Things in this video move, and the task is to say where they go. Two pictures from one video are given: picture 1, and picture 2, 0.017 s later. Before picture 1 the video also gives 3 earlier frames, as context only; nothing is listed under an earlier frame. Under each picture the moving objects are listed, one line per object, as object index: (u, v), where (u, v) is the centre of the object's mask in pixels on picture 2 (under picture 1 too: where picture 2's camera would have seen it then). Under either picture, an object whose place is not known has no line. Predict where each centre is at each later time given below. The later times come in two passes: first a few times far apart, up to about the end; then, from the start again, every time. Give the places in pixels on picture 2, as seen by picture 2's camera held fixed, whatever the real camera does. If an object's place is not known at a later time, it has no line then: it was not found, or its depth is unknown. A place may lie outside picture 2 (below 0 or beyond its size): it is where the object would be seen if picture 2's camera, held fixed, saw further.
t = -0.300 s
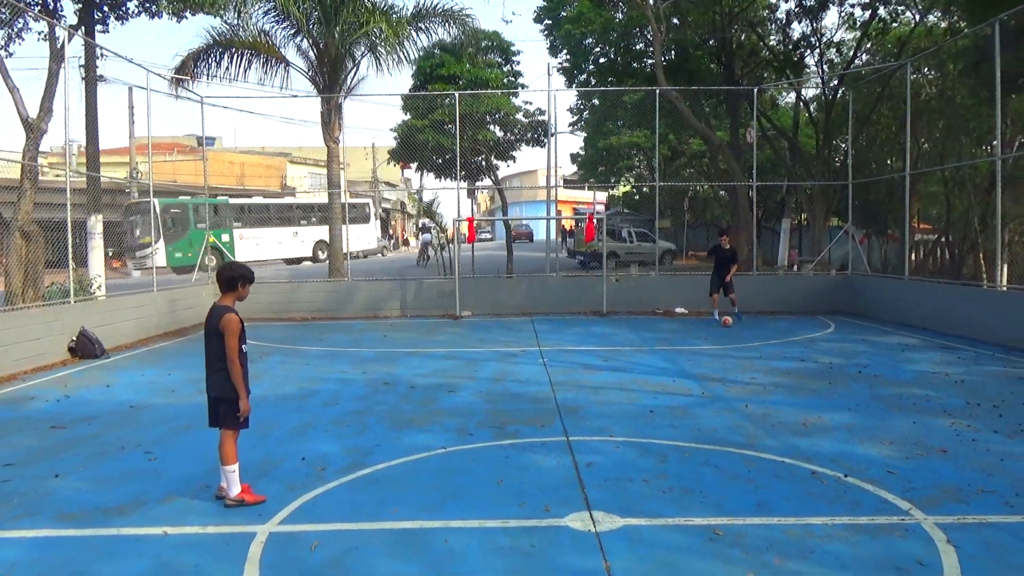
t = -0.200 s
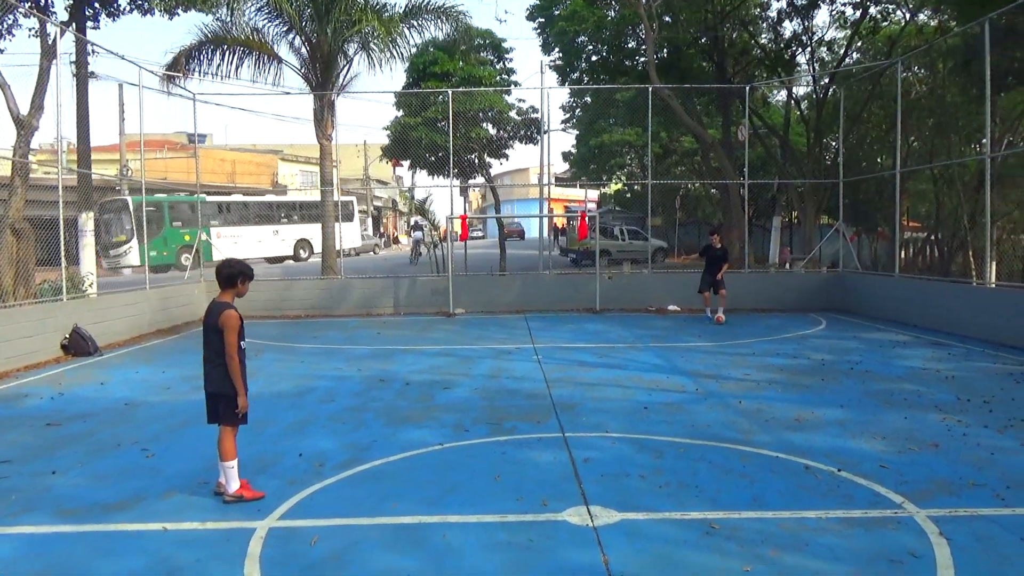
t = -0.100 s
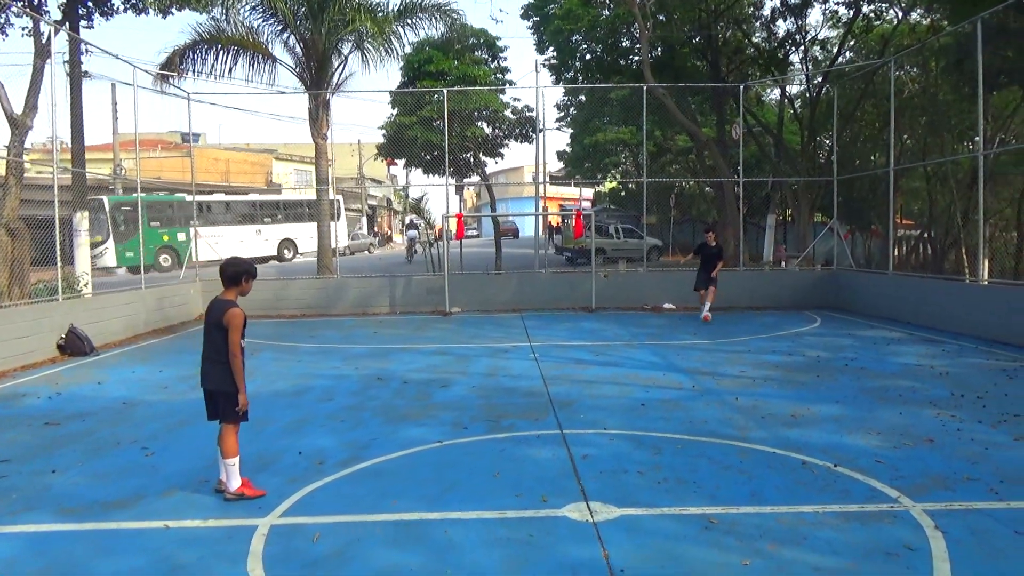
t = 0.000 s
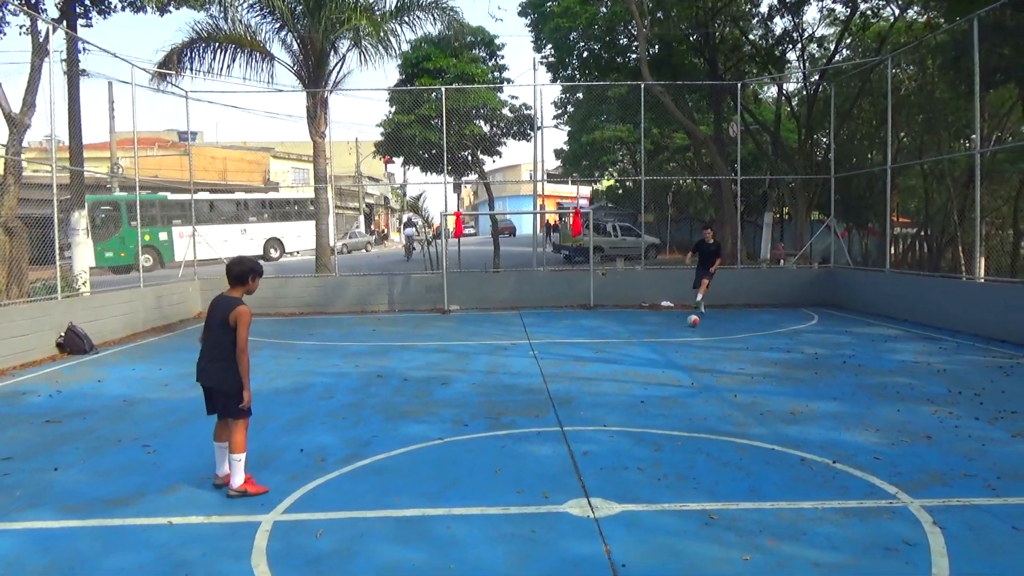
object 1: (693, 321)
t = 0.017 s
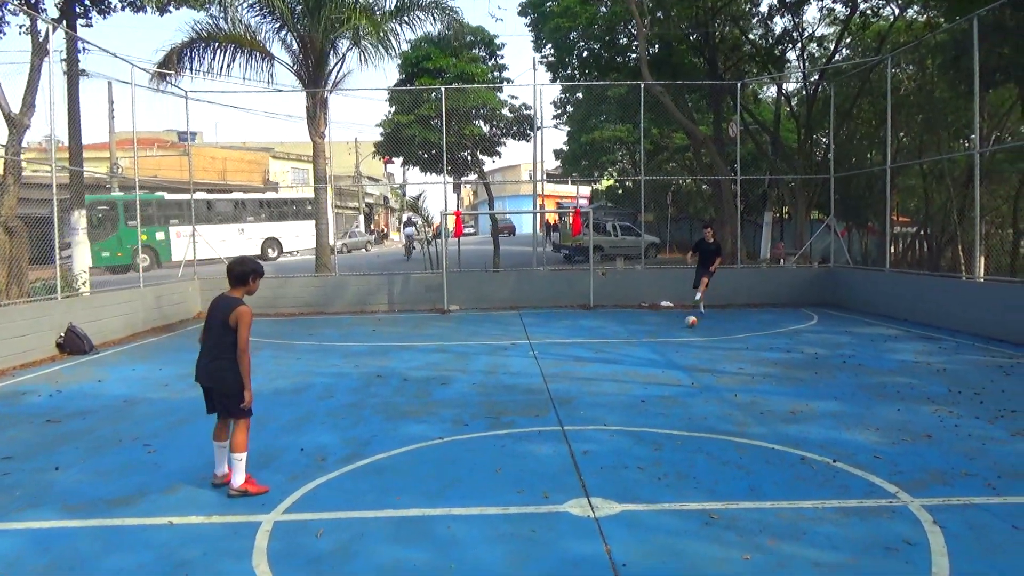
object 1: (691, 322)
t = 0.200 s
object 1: (674, 326)
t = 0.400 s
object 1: (656, 332)
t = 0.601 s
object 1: (636, 338)
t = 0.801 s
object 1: (614, 346)
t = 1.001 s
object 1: (589, 354)
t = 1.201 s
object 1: (560, 364)
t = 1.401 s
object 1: (526, 375)
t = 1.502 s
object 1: (509, 381)
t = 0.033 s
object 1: (689, 321)
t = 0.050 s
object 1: (688, 322)
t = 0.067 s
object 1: (686, 322)
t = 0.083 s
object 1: (685, 323)
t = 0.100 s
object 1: (683, 323)
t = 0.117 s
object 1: (682, 324)
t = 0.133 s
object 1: (680, 325)
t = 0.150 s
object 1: (678, 326)
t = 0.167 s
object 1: (677, 326)
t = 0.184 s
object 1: (675, 326)
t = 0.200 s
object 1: (674, 326)
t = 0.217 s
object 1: (672, 327)
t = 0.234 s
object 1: (671, 328)
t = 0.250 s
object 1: (669, 329)
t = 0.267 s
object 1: (668, 328)
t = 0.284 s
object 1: (667, 329)
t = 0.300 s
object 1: (665, 330)
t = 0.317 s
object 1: (663, 330)
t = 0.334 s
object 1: (662, 331)
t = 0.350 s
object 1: (661, 331)
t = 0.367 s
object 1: (659, 332)
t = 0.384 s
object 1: (658, 332)
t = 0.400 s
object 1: (656, 332)
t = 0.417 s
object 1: (655, 333)
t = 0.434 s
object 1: (653, 333)
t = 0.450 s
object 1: (651, 334)
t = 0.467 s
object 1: (650, 334)
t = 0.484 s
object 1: (648, 335)
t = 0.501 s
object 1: (647, 335)
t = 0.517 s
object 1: (645, 336)
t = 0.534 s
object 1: (644, 337)
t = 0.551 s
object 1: (642, 337)
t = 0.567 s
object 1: (640, 338)
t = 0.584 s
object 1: (638, 338)
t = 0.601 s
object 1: (636, 338)
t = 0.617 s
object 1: (635, 339)
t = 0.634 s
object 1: (633, 340)
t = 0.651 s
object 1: (631, 341)
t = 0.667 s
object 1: (630, 341)
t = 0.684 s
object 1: (628, 341)
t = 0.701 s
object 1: (626, 342)
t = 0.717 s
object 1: (624, 342)
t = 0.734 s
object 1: (622, 343)
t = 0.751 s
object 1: (620, 344)
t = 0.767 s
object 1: (618, 345)
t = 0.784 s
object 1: (616, 345)
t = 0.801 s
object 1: (614, 346)
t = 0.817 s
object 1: (612, 346)
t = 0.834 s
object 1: (611, 347)
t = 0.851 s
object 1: (609, 348)
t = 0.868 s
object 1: (607, 348)
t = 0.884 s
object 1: (605, 349)
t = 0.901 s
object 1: (602, 350)
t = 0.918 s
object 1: (600, 350)
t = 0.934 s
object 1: (598, 351)
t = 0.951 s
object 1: (596, 351)
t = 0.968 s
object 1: (594, 353)
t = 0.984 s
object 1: (591, 354)
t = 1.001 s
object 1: (589, 354)
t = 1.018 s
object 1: (588, 355)
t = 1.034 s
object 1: (585, 356)
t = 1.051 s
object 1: (583, 357)
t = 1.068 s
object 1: (580, 357)
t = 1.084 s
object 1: (578, 358)
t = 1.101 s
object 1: (575, 359)
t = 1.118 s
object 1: (573, 360)
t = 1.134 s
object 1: (570, 361)
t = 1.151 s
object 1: (568, 361)
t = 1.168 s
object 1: (565, 362)
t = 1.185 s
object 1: (563, 363)
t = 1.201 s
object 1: (560, 364)
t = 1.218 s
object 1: (558, 365)
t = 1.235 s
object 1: (555, 366)
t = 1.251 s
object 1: (552, 366)
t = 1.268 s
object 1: (549, 368)
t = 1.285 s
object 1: (547, 369)
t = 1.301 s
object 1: (544, 369)
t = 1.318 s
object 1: (542, 369)
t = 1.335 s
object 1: (539, 371)
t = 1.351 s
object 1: (536, 372)
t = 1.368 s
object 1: (533, 373)
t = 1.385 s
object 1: (530, 374)
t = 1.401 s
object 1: (526, 375)
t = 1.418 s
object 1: (524, 376)
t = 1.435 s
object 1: (521, 377)
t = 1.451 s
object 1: (518, 378)
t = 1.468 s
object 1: (515, 379)
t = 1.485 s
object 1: (512, 380)
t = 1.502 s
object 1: (509, 381)
